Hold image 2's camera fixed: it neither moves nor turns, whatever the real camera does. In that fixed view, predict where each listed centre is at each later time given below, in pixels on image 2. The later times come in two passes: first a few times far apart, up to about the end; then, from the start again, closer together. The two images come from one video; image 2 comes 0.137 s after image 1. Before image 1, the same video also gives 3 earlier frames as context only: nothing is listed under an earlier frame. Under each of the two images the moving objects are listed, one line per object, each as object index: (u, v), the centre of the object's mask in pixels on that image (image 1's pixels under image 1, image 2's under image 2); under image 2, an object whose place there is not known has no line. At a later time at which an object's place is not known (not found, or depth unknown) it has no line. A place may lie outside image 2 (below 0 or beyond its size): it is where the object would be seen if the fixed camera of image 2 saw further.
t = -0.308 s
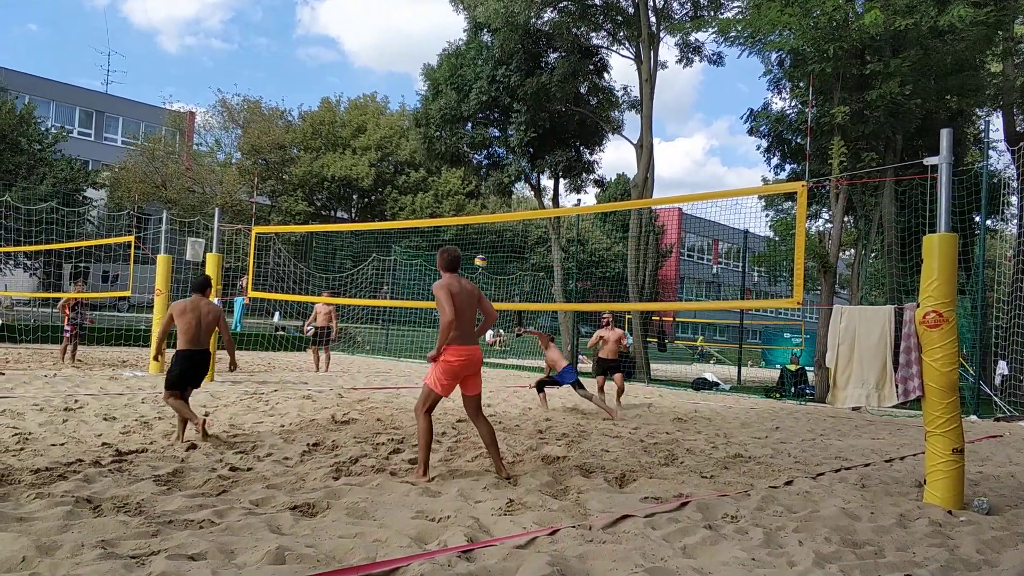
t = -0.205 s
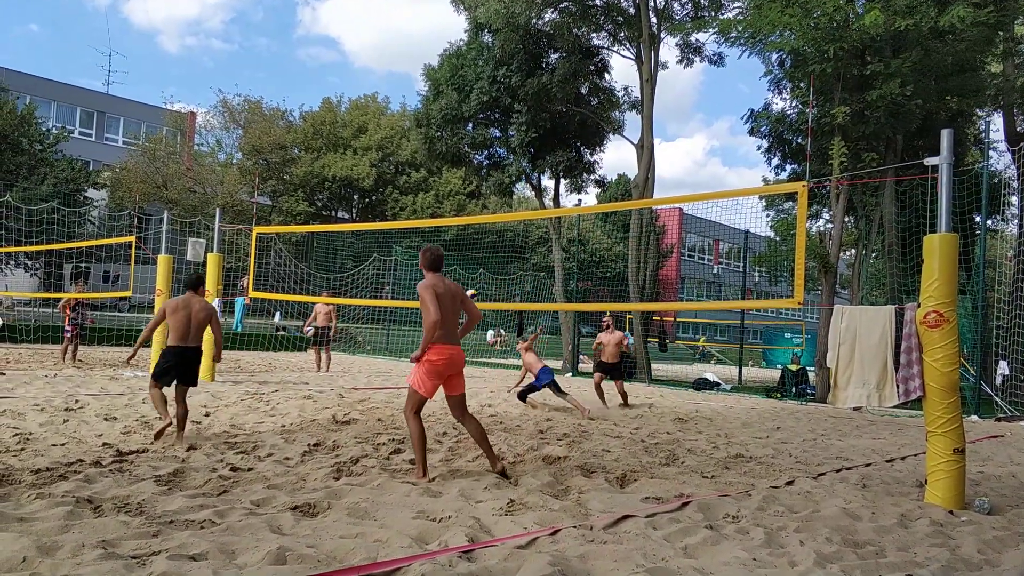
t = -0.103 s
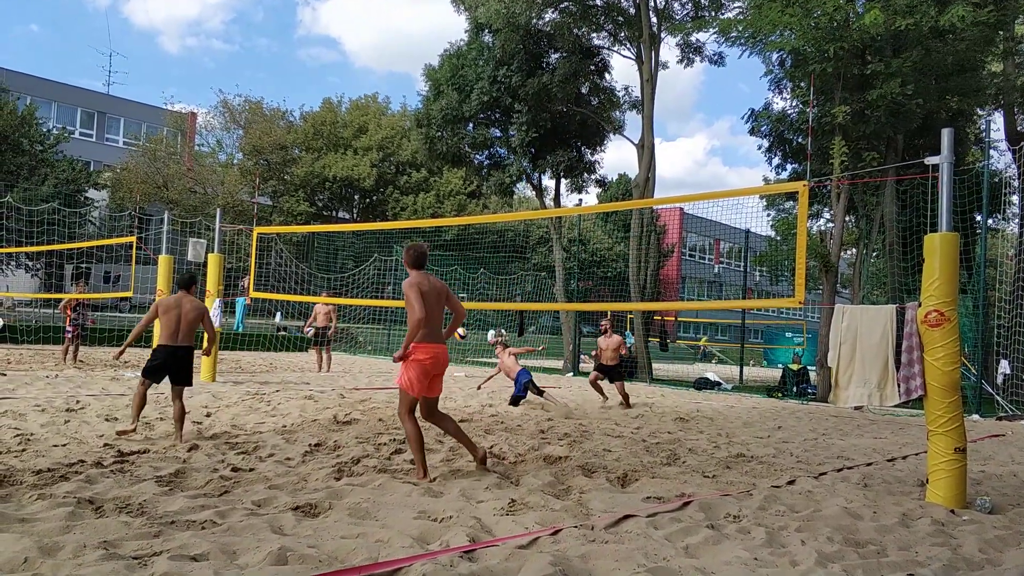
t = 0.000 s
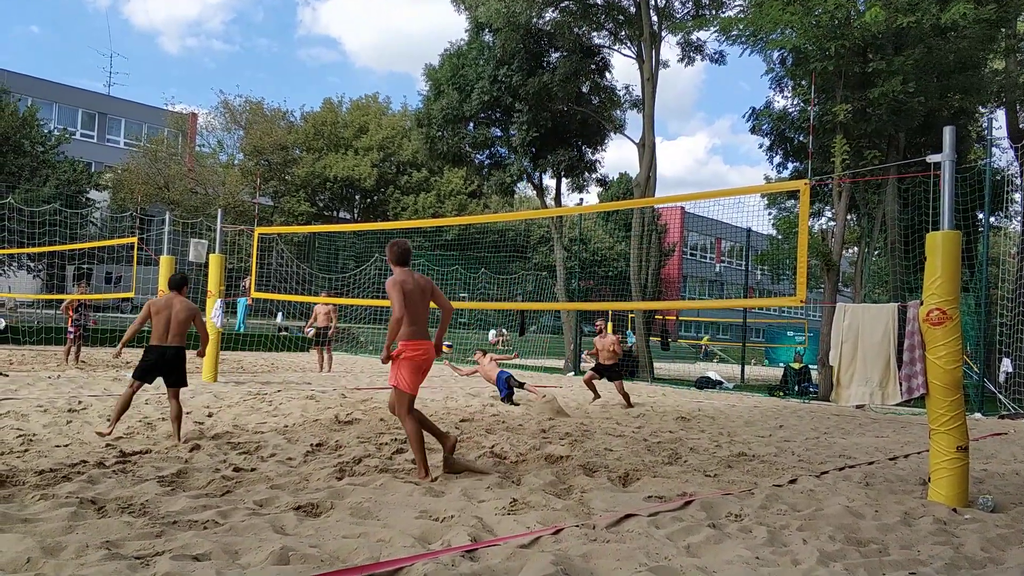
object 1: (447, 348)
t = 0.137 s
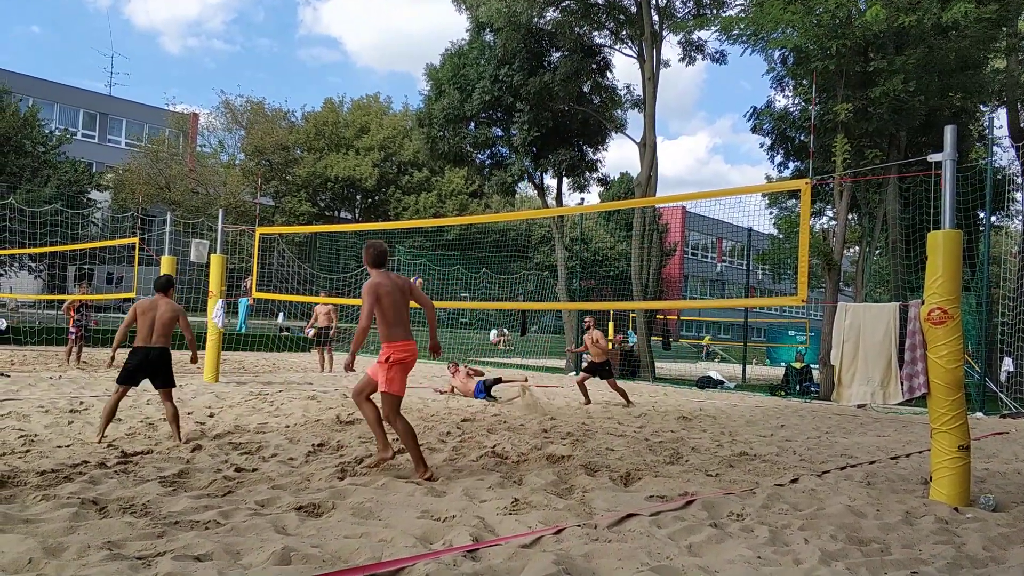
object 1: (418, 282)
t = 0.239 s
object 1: (389, 236)
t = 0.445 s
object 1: (329, 151)
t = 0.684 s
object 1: (234, 71)
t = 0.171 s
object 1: (407, 267)
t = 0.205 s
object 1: (398, 252)
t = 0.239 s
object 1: (389, 236)
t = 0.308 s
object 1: (371, 207)
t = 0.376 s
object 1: (350, 178)
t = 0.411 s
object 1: (340, 164)
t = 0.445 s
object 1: (329, 151)
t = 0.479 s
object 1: (317, 139)
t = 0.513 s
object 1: (306, 127)
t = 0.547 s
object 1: (293, 114)
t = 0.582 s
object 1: (280, 103)
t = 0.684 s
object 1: (234, 71)
